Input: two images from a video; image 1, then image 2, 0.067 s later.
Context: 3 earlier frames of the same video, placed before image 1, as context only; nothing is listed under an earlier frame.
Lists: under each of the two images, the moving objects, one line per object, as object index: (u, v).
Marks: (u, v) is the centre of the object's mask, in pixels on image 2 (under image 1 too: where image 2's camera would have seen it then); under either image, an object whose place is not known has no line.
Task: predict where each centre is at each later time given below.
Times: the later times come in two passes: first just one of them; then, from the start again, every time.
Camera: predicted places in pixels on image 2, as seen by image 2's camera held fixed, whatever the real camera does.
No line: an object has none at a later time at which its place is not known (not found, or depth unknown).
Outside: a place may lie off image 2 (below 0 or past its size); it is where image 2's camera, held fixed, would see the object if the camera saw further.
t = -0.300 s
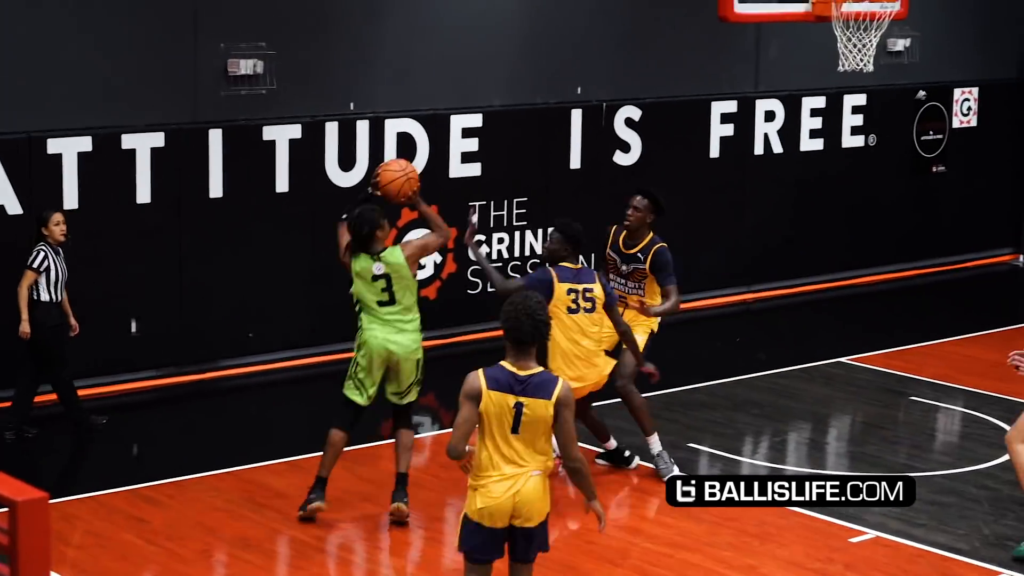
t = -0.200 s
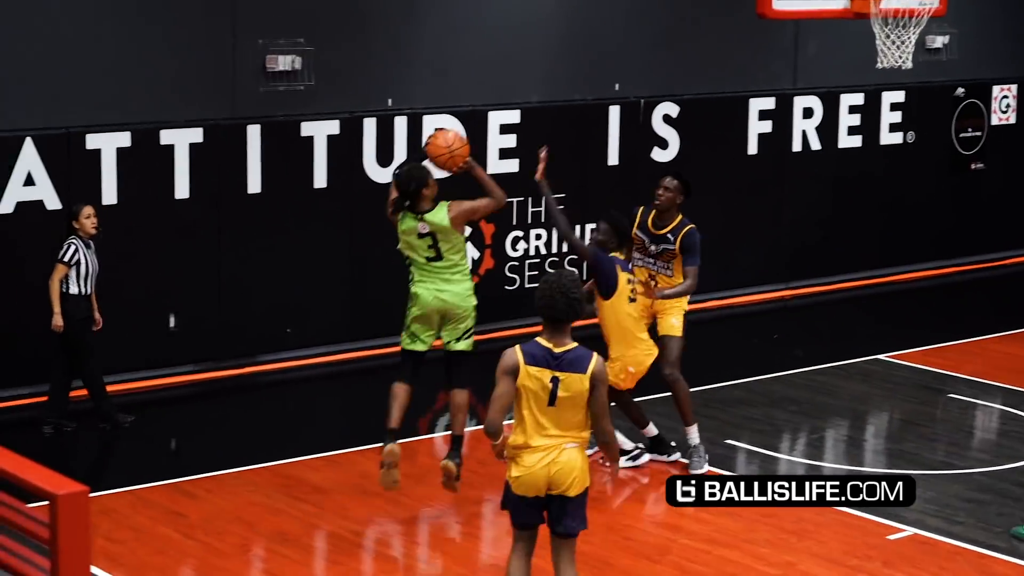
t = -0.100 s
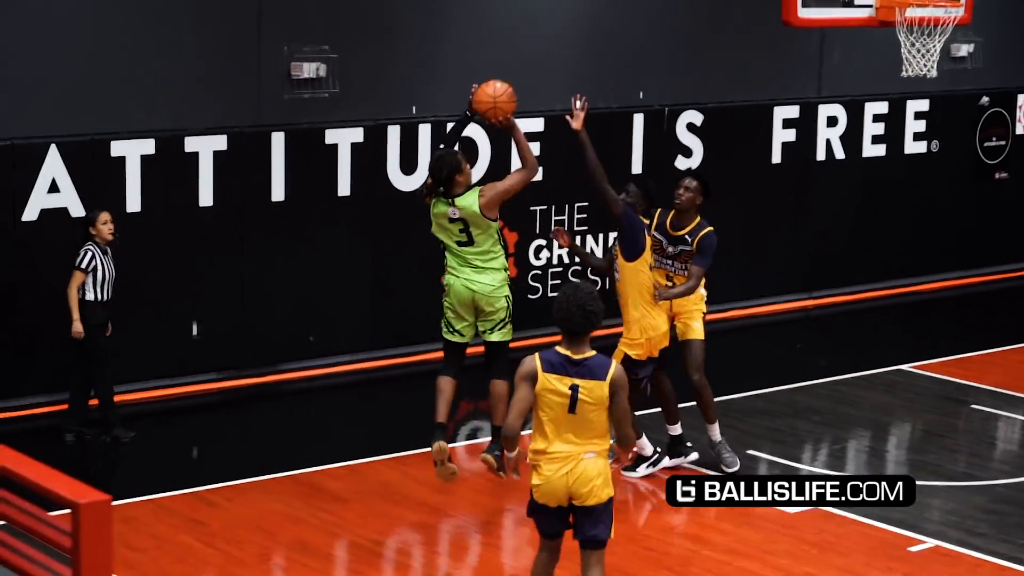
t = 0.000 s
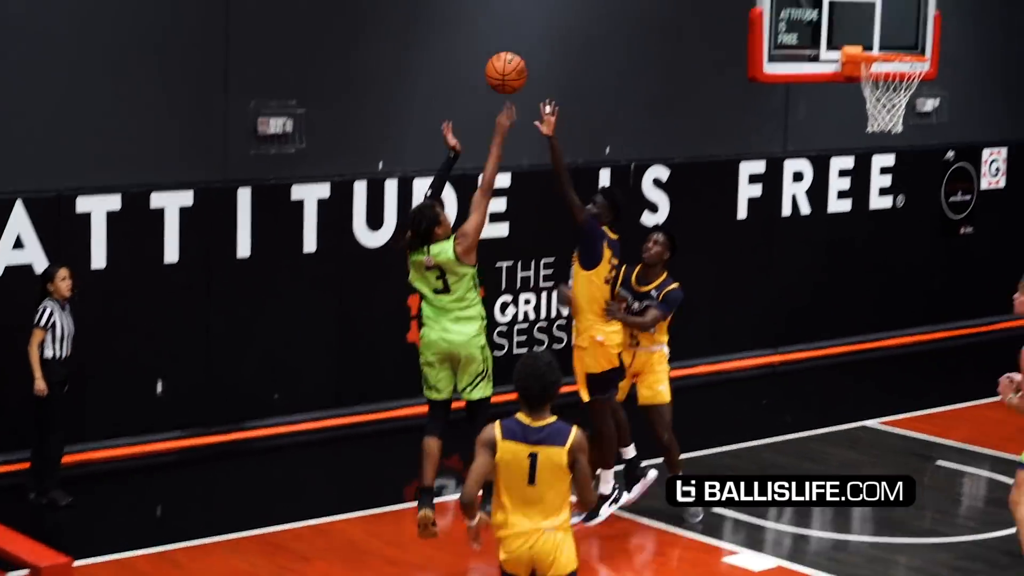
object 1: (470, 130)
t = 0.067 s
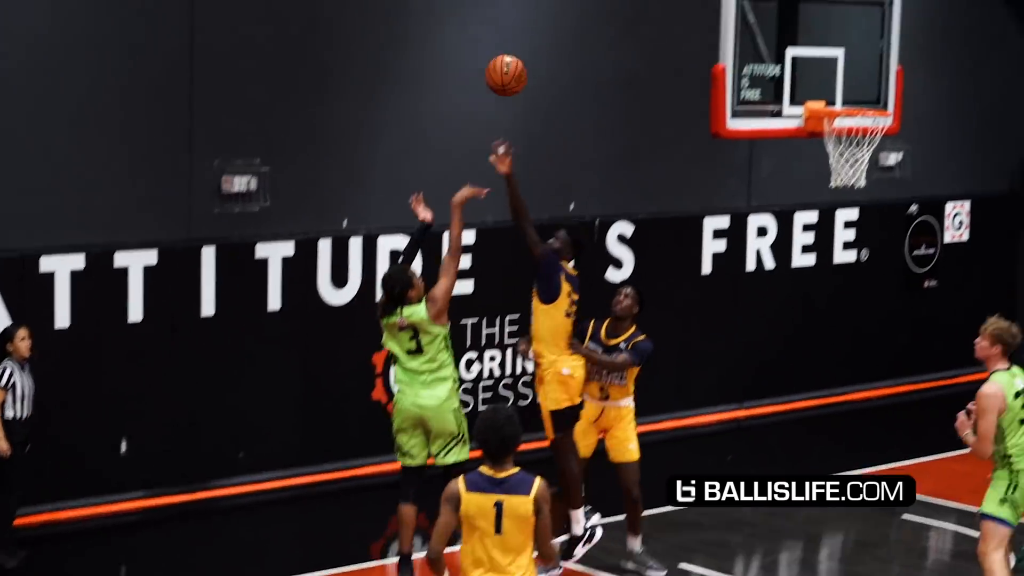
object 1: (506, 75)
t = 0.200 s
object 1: (572, -6)
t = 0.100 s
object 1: (524, 52)
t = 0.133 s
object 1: (540, 30)
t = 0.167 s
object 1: (556, 11)
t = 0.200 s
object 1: (572, -6)
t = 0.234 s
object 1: (588, -21)
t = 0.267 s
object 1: (602, -34)
